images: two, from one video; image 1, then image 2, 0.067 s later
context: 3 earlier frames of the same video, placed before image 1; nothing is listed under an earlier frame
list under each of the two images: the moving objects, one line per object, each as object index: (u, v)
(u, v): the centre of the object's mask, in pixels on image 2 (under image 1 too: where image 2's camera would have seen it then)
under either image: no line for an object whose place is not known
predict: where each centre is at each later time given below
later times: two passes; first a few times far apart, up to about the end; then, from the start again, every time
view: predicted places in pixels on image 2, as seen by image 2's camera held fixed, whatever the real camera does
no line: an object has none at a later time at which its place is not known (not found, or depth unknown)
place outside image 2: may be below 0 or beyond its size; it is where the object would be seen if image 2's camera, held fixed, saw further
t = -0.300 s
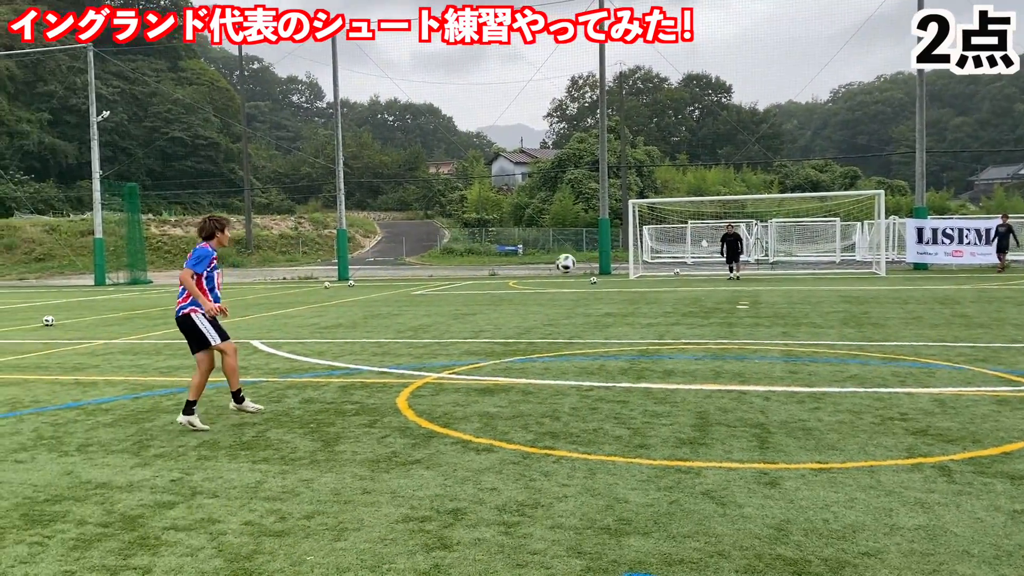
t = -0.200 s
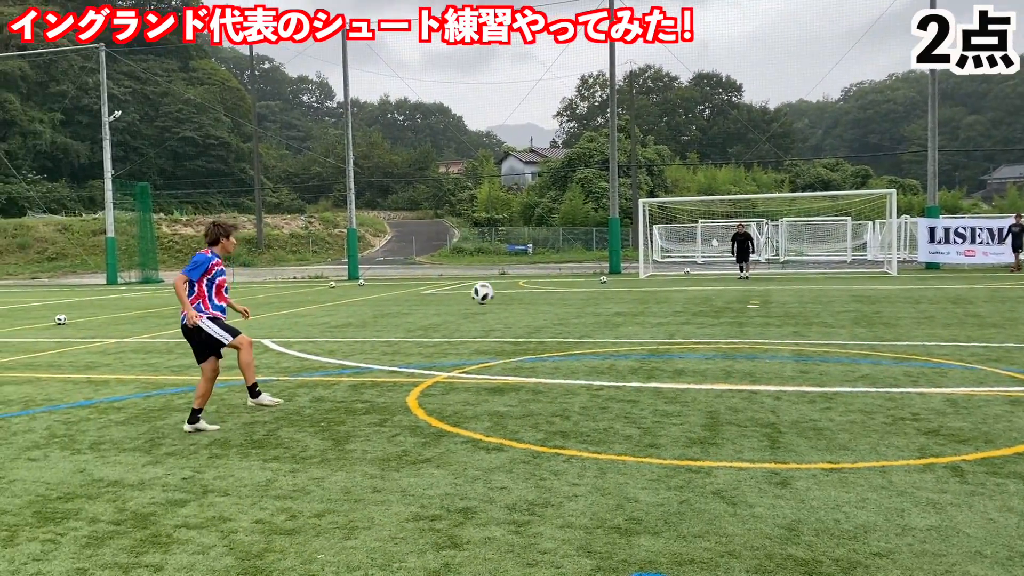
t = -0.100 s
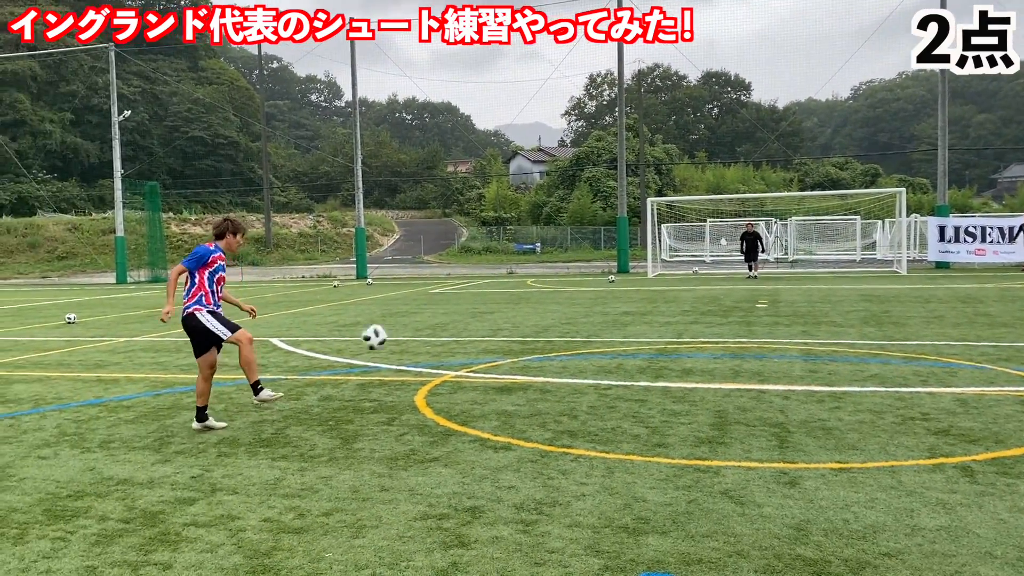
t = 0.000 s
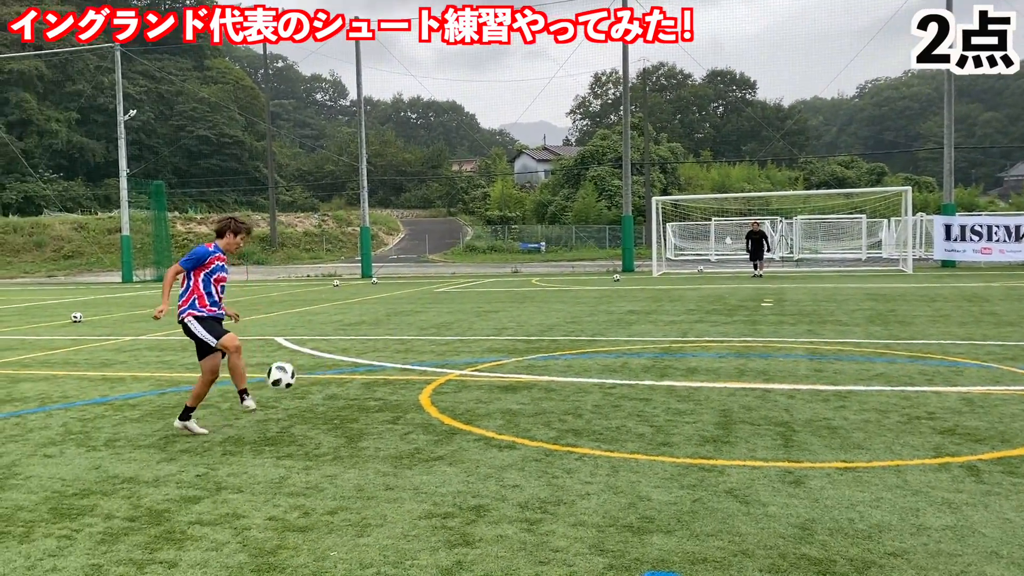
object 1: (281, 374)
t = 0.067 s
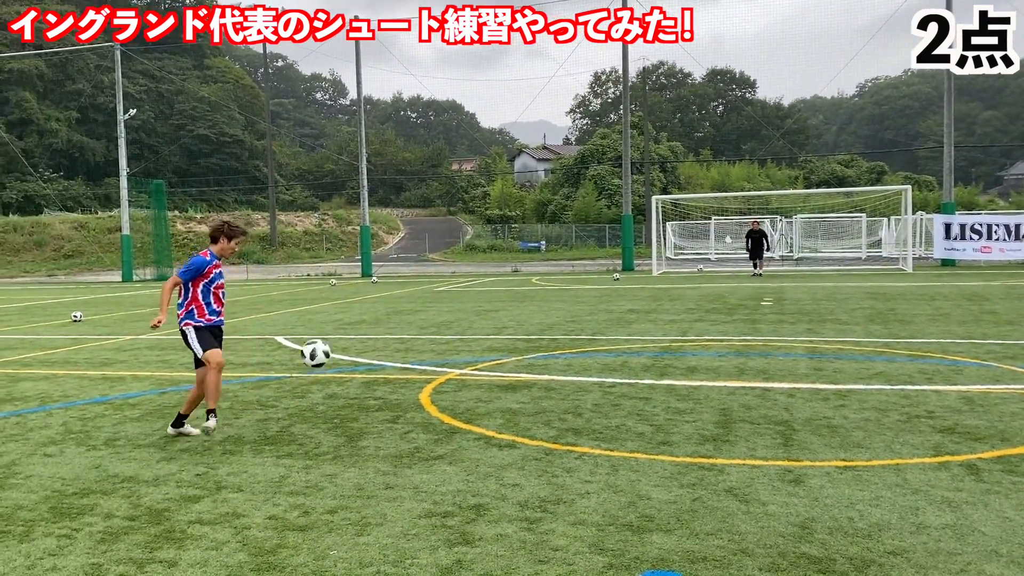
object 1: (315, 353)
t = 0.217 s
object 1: (397, 324)
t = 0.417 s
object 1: (516, 331)
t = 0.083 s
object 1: (324, 349)
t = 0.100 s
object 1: (332, 345)
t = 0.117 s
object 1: (342, 341)
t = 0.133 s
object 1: (351, 337)
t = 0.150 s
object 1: (360, 334)
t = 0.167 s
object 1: (369, 331)
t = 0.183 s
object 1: (378, 328)
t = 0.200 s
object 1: (387, 326)
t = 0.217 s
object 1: (397, 324)
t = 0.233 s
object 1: (406, 323)
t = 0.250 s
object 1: (416, 321)
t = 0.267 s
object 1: (425, 320)
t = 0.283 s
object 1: (435, 320)
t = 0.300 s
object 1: (445, 320)
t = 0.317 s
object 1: (455, 320)
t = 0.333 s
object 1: (465, 321)
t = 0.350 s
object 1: (475, 322)
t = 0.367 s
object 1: (485, 323)
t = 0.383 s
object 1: (495, 326)
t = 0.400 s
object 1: (506, 328)
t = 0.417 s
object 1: (516, 331)
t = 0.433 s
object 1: (527, 334)
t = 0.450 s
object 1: (538, 338)
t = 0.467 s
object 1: (549, 342)
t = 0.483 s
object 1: (561, 347)
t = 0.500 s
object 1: (572, 351)
